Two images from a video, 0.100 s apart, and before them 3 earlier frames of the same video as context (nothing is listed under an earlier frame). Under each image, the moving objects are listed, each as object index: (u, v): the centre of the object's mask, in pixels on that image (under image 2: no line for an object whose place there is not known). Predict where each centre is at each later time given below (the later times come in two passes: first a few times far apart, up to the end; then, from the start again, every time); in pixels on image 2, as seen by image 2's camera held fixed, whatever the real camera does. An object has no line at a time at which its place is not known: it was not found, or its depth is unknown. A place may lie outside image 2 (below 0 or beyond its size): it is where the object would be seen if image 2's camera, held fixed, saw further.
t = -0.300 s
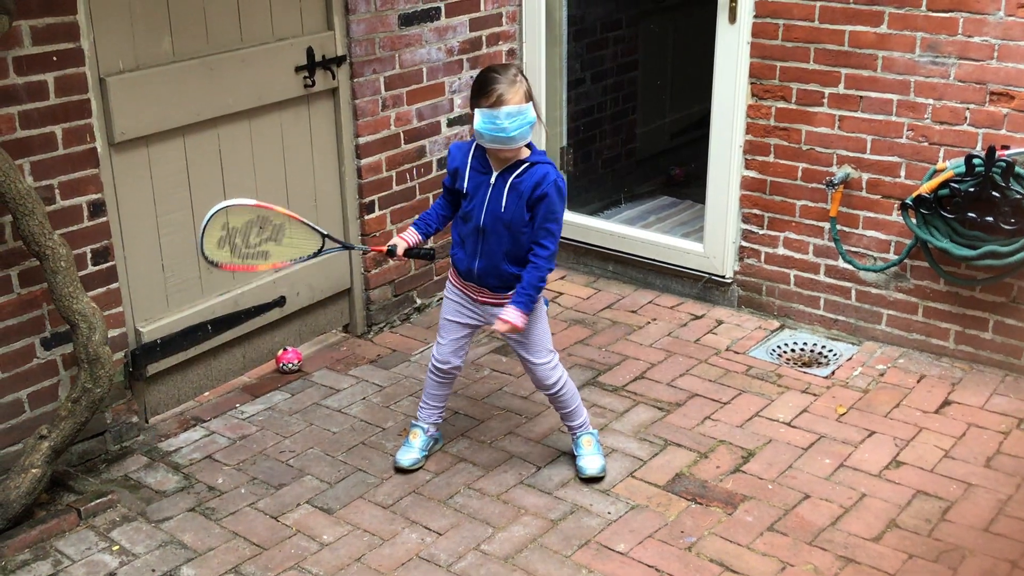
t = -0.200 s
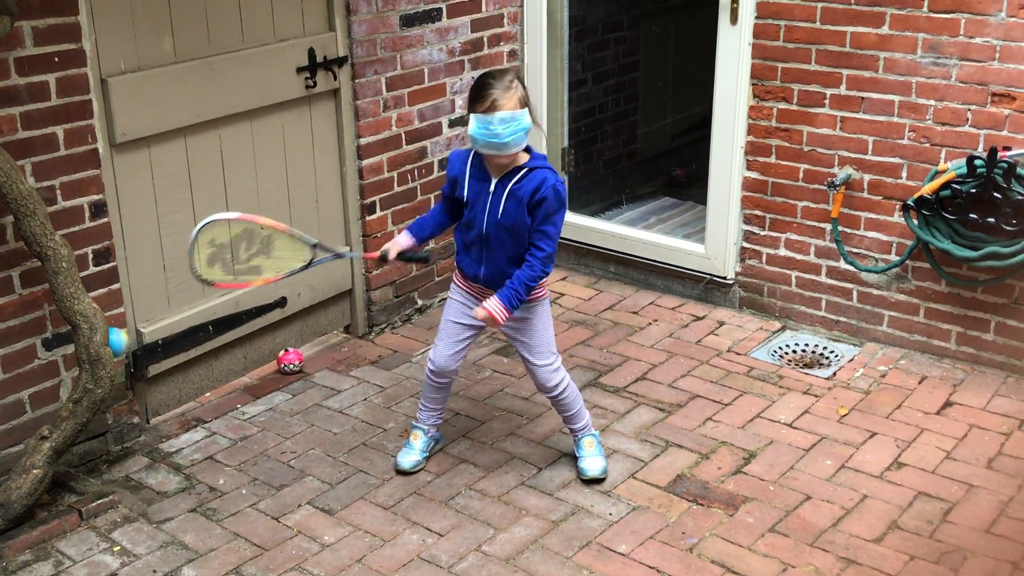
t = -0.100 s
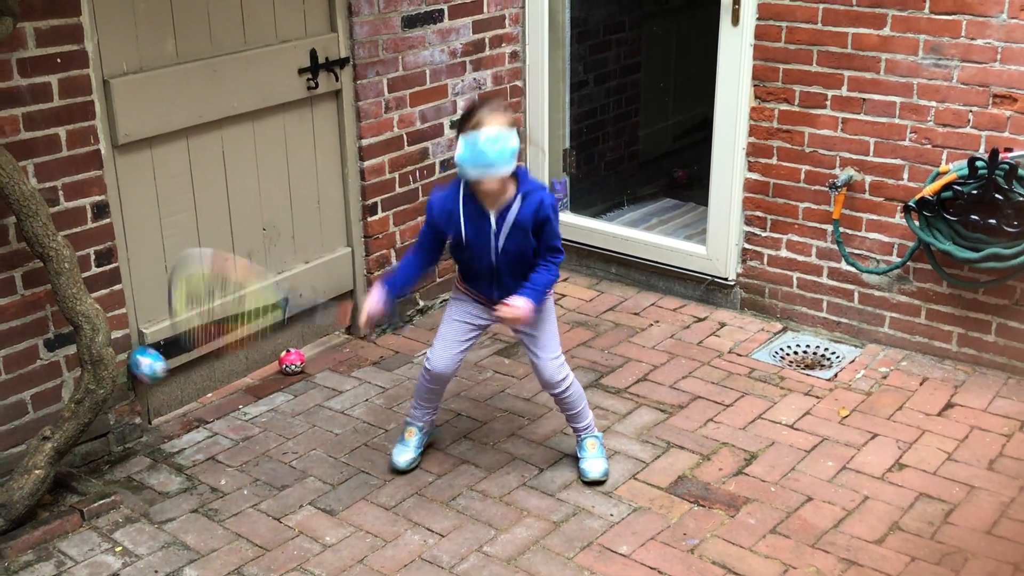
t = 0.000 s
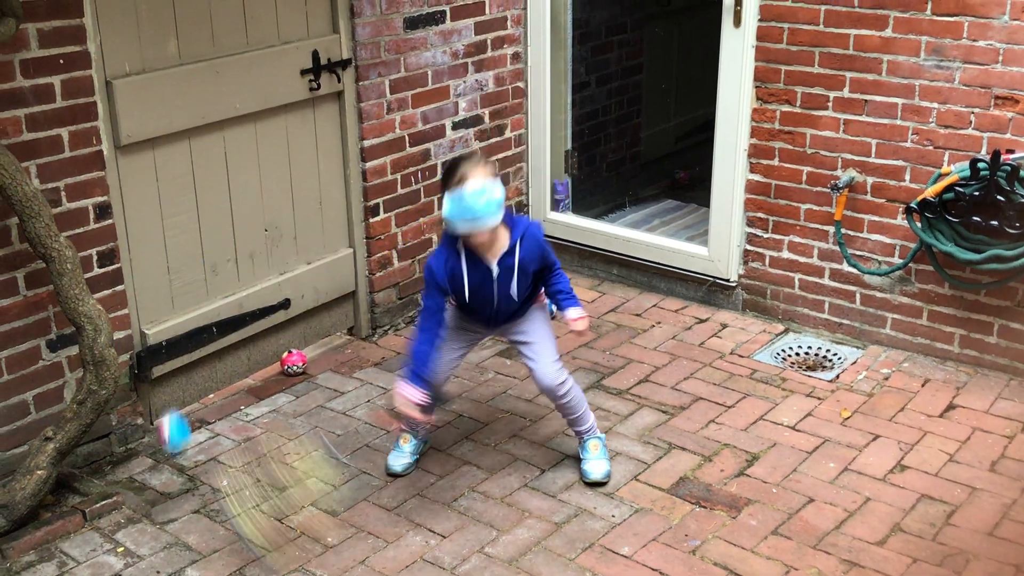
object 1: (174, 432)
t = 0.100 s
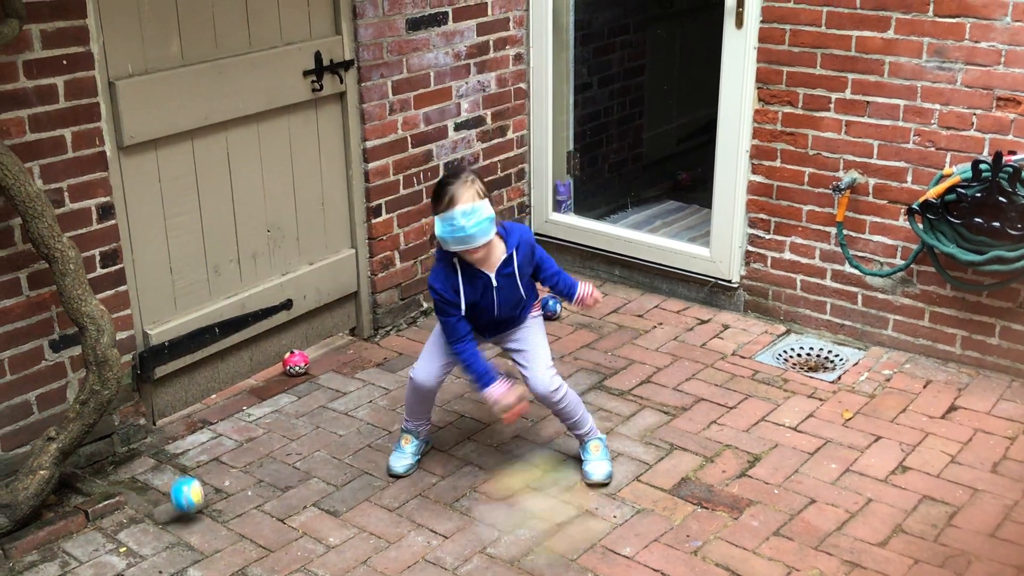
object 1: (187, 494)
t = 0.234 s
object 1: (176, 462)
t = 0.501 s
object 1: (173, 514)
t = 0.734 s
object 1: (174, 530)
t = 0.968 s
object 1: (181, 542)
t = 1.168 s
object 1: (192, 542)
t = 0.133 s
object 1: (183, 481)
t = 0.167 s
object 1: (180, 471)
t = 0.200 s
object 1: (178, 465)
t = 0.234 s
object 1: (176, 462)
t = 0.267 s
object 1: (174, 463)
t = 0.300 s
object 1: (174, 467)
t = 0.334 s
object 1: (174, 476)
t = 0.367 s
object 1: (174, 486)
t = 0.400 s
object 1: (174, 503)
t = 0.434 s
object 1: (175, 522)
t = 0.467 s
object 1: (174, 522)
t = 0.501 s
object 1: (173, 514)
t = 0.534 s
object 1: (172, 511)
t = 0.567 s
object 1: (171, 512)
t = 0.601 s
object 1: (172, 515)
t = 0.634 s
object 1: (172, 522)
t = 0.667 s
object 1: (173, 534)
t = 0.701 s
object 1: (174, 534)
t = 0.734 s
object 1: (174, 530)
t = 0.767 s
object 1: (174, 530)
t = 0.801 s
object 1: (175, 534)
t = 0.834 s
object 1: (176, 540)
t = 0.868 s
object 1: (177, 540)
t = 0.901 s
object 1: (178, 539)
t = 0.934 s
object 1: (180, 542)
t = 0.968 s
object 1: (181, 542)
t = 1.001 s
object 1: (183, 543)
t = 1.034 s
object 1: (185, 543)
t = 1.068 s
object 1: (186, 543)
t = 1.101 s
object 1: (188, 543)
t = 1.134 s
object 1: (190, 542)
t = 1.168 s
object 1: (192, 542)
